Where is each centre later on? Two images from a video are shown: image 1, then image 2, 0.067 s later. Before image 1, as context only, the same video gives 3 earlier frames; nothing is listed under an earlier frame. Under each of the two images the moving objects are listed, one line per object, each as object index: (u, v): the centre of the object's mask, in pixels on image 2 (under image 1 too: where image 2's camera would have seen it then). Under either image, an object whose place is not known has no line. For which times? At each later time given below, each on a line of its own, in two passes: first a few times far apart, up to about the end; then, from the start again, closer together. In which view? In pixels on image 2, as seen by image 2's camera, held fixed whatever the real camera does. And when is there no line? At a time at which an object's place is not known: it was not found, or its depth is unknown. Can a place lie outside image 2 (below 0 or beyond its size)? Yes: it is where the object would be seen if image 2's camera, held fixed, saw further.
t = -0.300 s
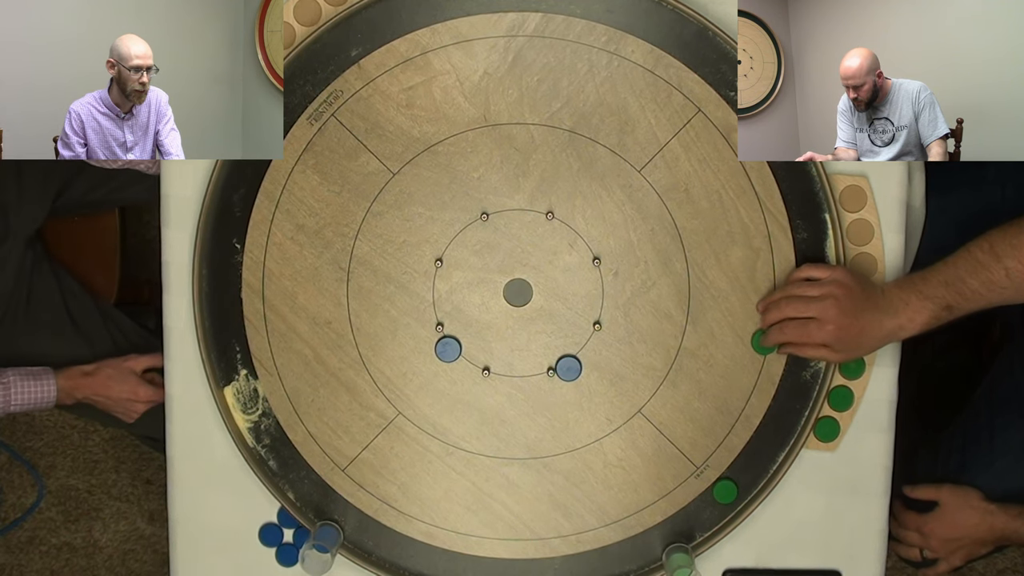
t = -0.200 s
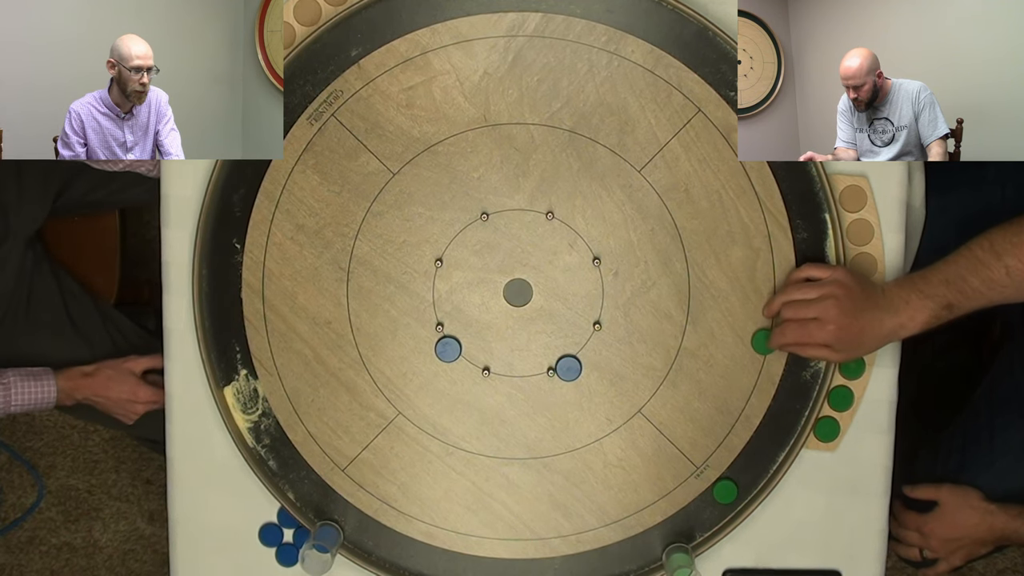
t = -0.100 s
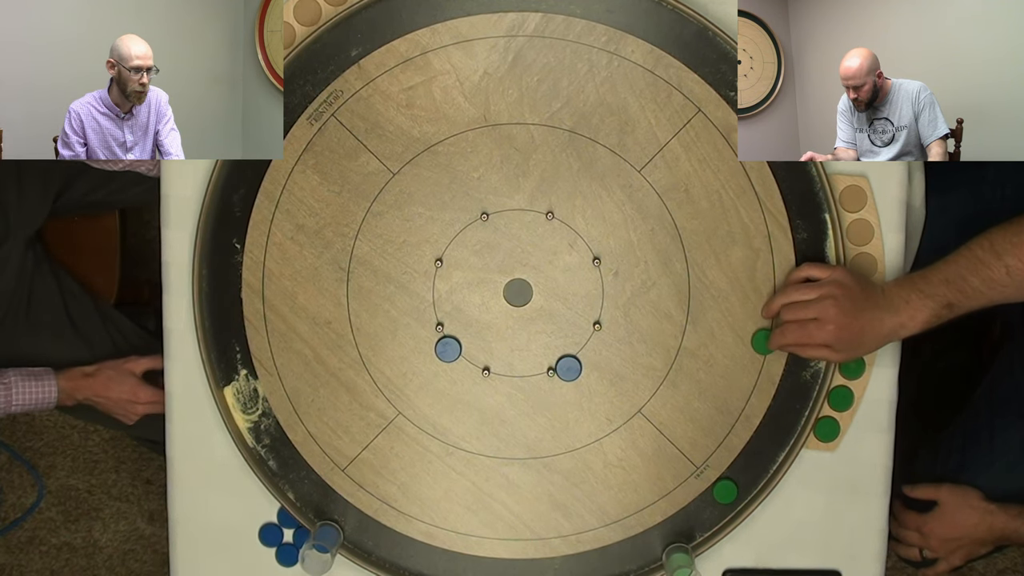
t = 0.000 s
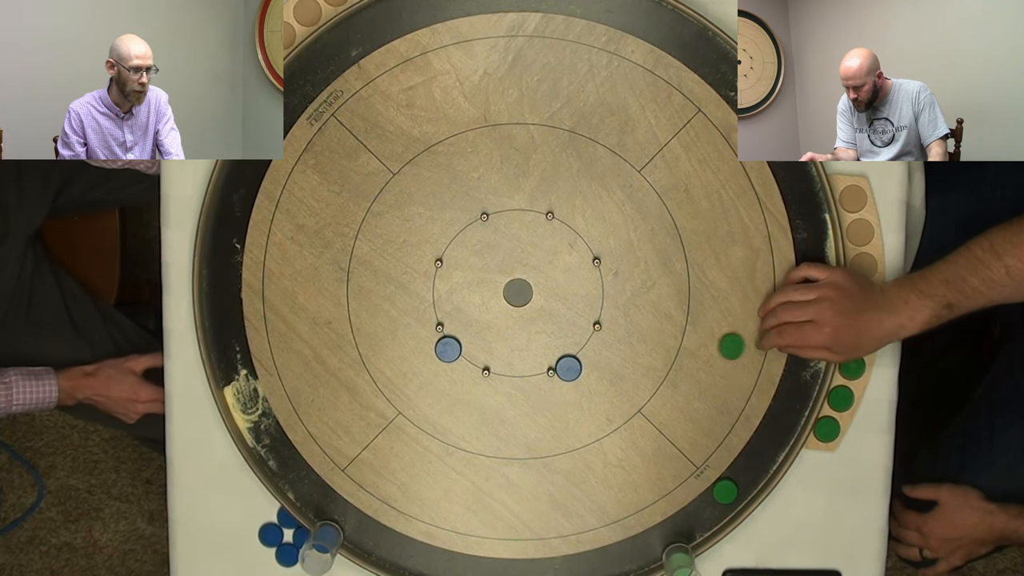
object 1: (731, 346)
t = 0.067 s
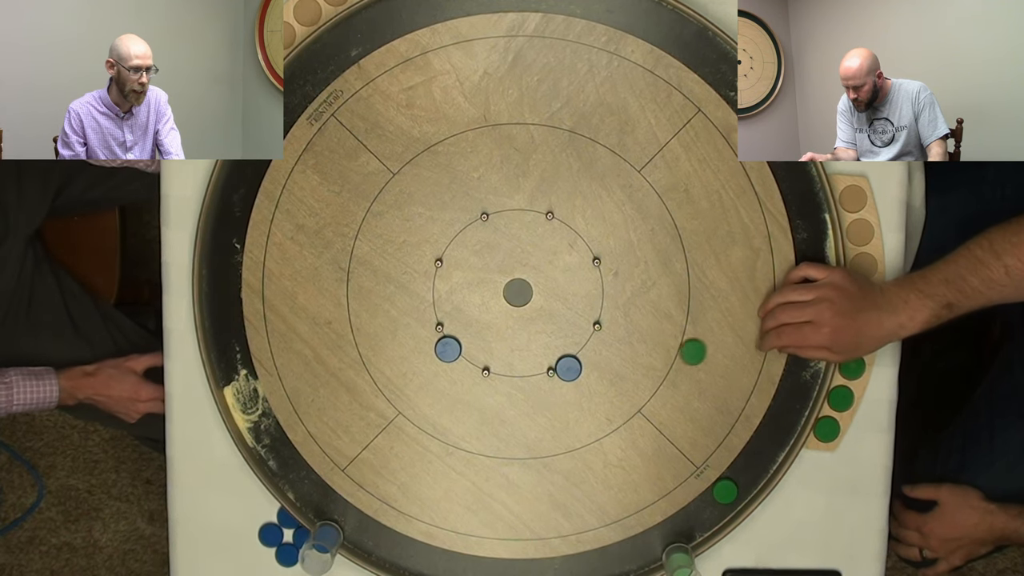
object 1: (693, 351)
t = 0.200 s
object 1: (631, 360)
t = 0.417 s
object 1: (606, 361)
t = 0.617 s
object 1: (607, 361)
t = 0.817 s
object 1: (607, 361)
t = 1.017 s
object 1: (607, 361)
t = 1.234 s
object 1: (607, 361)
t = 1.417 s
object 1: (607, 361)
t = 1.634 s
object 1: (607, 361)
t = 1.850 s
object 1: (607, 361)
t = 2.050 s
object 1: (607, 361)
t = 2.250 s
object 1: (607, 361)
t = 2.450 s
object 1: (607, 361)
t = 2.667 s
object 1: (607, 361)
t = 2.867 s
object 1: (607, 361)
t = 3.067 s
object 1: (607, 361)
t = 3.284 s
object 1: (607, 361)
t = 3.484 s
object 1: (607, 361)
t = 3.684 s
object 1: (607, 361)
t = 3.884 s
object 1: (607, 361)
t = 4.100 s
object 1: (607, 361)
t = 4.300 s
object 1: (607, 361)
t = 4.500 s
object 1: (607, 361)
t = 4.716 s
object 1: (607, 361)
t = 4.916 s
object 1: (607, 361)
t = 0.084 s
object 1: (684, 353)
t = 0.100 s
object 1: (675, 354)
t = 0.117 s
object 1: (667, 355)
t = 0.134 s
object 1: (659, 356)
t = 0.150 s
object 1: (652, 357)
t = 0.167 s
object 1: (644, 358)
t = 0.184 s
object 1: (637, 359)
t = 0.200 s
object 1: (631, 360)
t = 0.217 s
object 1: (624, 361)
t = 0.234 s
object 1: (618, 362)
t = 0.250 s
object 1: (613, 362)
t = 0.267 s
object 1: (607, 363)
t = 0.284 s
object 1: (603, 363)
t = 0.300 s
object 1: (598, 364)
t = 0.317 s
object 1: (595, 364)
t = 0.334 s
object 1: (597, 363)
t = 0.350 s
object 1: (600, 363)
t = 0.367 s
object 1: (602, 362)
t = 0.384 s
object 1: (603, 362)
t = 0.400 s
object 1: (605, 361)
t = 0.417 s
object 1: (606, 361)
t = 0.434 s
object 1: (606, 361)
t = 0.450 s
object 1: (607, 361)
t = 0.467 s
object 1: (607, 361)
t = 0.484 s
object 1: (607, 361)
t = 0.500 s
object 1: (607, 361)
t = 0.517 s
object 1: (607, 361)
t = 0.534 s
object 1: (607, 361)
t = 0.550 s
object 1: (607, 361)
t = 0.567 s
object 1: (607, 361)
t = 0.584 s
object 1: (607, 361)
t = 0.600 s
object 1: (607, 361)
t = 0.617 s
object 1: (607, 361)
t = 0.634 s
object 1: (607, 361)
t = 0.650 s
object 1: (607, 361)
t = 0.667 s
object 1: (607, 361)
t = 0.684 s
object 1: (607, 361)
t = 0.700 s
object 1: (607, 361)
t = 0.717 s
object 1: (607, 361)
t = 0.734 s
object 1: (607, 361)
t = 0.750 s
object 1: (607, 361)
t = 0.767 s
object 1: (607, 361)
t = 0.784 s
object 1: (607, 361)
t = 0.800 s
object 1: (607, 361)
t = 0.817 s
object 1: (607, 361)
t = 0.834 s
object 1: (607, 361)
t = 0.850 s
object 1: (607, 361)
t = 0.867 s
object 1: (607, 361)
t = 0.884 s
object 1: (607, 361)
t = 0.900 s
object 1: (607, 361)
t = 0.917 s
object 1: (607, 361)
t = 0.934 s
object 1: (607, 361)
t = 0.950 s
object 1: (607, 361)
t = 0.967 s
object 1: (607, 361)
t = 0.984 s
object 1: (607, 361)
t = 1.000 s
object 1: (607, 361)
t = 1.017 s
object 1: (607, 361)
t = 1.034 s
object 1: (607, 361)
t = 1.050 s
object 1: (607, 361)
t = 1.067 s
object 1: (607, 361)
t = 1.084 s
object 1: (607, 361)
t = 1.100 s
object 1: (607, 361)
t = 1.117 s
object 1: (607, 361)
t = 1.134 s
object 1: (607, 361)
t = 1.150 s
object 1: (607, 361)
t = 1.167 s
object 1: (607, 361)
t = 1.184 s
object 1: (607, 361)
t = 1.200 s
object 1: (607, 361)
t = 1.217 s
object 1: (607, 361)
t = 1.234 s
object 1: (607, 361)
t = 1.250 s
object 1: (607, 361)
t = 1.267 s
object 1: (607, 361)
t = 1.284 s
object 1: (607, 361)
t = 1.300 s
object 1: (607, 361)
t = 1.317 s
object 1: (607, 361)
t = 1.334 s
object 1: (607, 361)
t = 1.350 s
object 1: (607, 361)
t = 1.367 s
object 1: (607, 361)
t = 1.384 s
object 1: (607, 361)
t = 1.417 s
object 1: (607, 361)
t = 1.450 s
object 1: (607, 361)
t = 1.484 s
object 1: (607, 361)
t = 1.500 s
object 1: (607, 361)
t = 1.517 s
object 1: (607, 361)
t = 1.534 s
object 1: (607, 361)
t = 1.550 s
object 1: (607, 361)
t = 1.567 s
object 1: (607, 361)
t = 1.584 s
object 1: (607, 361)
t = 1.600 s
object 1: (607, 361)
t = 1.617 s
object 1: (607, 361)
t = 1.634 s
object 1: (607, 361)
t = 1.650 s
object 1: (607, 361)
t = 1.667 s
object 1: (607, 361)
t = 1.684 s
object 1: (607, 361)
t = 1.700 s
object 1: (607, 361)
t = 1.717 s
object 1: (607, 361)
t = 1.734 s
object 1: (607, 361)
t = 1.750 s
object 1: (607, 361)
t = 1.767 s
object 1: (607, 361)
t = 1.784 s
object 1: (607, 361)
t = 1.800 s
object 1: (607, 361)
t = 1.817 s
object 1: (607, 361)
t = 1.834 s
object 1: (607, 361)
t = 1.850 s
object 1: (607, 361)
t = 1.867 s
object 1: (607, 361)
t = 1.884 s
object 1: (607, 361)
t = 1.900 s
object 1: (607, 361)
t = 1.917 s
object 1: (607, 361)
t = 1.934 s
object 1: (607, 361)
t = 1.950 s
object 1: (607, 361)
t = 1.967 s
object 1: (607, 361)
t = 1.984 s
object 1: (607, 361)
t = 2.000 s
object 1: (607, 361)
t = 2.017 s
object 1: (607, 361)
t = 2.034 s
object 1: (607, 361)
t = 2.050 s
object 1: (607, 361)
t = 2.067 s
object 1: (607, 361)
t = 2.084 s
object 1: (607, 361)
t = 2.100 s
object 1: (607, 361)
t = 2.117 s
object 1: (607, 361)
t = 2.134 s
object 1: (607, 361)
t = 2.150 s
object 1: (607, 361)
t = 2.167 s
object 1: (607, 361)
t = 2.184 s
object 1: (607, 361)
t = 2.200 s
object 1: (607, 361)
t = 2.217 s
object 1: (607, 361)
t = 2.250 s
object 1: (607, 361)
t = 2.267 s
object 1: (607, 361)
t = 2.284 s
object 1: (607, 361)
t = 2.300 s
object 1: (607, 361)
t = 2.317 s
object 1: (607, 361)
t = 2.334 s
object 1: (607, 361)
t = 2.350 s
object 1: (607, 361)
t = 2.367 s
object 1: (607, 361)
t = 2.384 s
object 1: (607, 361)
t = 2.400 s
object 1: (607, 361)
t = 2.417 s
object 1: (607, 361)
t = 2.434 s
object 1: (607, 361)
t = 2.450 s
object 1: (607, 361)
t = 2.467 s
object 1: (607, 361)
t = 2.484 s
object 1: (607, 361)
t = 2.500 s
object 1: (607, 361)
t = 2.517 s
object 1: (607, 361)
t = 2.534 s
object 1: (607, 361)
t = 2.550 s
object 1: (607, 361)
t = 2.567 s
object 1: (607, 361)
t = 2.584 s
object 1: (607, 361)
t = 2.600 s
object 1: (607, 361)
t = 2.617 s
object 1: (607, 361)
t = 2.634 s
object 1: (607, 361)
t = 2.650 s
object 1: (607, 361)
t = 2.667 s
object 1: (607, 361)
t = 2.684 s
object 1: (607, 361)
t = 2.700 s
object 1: (607, 361)
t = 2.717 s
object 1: (607, 361)
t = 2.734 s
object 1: (607, 361)
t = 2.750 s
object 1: (607, 361)
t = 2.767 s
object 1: (607, 361)
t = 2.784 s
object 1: (607, 361)
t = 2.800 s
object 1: (607, 361)
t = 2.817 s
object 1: (607, 361)
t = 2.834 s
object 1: (607, 361)
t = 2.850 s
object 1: (607, 361)
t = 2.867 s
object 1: (607, 361)
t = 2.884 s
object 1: (607, 361)
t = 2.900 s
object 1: (607, 361)
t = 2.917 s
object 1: (607, 361)
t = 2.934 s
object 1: (607, 361)
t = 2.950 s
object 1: (607, 361)
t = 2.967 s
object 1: (607, 361)
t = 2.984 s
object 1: (607, 361)
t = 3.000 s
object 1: (607, 361)
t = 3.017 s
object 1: (607, 361)
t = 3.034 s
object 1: (607, 361)
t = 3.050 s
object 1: (607, 361)
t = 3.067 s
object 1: (607, 361)
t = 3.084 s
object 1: (607, 361)
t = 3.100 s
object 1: (607, 361)
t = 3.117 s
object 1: (607, 361)
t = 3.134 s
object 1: (607, 361)
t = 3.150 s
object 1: (607, 361)
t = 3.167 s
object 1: (607, 361)
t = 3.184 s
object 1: (607, 361)
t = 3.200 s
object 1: (607, 361)
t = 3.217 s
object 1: (607, 361)
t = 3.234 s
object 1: (607, 361)
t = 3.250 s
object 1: (607, 361)
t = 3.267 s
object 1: (607, 361)
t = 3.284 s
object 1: (607, 361)
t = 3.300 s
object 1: (607, 361)
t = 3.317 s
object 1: (607, 361)
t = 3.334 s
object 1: (607, 361)
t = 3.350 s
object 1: (607, 361)
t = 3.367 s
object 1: (607, 361)
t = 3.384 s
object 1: (607, 361)
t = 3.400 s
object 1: (607, 361)
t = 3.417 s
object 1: (607, 361)
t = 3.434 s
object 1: (607, 361)
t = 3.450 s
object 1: (607, 361)
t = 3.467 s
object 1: (607, 361)
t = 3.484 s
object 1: (607, 361)
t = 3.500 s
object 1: (607, 361)
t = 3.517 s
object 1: (607, 361)
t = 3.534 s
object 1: (607, 361)
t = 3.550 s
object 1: (607, 361)
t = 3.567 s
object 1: (607, 361)
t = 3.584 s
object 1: (607, 361)
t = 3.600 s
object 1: (607, 361)
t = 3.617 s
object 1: (607, 361)
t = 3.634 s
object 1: (607, 361)
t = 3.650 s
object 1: (607, 361)
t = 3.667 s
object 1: (607, 361)
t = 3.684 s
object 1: (607, 361)
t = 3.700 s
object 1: (607, 361)
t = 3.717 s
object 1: (607, 361)
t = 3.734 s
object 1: (607, 361)
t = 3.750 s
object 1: (607, 361)
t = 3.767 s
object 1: (607, 361)
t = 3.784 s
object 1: (607, 361)
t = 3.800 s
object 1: (607, 361)
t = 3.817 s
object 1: (607, 361)
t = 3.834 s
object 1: (607, 361)
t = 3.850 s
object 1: (607, 361)
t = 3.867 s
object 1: (607, 361)
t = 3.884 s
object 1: (607, 361)
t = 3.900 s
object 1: (607, 361)
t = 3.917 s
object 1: (607, 361)
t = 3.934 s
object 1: (607, 361)
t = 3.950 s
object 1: (607, 361)
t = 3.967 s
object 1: (607, 361)
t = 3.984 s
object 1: (607, 361)
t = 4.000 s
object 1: (607, 361)
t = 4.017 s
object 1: (607, 361)
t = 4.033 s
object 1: (607, 361)
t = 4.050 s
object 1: (607, 361)
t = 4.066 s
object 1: (607, 361)
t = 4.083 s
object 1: (607, 361)
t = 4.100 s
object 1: (607, 361)
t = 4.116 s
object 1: (607, 361)
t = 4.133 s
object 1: (607, 361)
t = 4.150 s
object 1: (607, 361)
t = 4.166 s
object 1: (607, 361)
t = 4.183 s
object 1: (607, 361)
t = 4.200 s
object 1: (607, 361)
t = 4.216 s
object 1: (607, 361)
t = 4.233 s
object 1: (607, 361)
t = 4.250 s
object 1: (607, 361)
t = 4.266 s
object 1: (607, 361)
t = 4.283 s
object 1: (607, 361)
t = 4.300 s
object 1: (607, 361)
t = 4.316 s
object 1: (607, 361)
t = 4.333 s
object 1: (607, 361)
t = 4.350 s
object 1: (607, 361)
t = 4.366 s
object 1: (607, 361)
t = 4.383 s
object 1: (607, 361)
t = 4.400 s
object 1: (607, 361)
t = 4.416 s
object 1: (607, 361)
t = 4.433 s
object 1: (607, 361)
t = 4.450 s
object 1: (607, 361)
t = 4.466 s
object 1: (607, 361)
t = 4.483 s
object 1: (607, 361)
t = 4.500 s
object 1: (607, 361)
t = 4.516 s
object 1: (607, 361)
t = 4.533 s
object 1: (607, 361)
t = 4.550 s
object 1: (607, 361)
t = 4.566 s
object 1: (607, 361)
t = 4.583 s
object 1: (607, 361)
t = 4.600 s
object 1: (607, 361)
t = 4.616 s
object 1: (607, 361)
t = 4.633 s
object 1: (607, 361)
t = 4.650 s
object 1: (607, 361)
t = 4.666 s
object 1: (607, 361)
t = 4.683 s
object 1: (607, 361)
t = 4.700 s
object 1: (607, 361)
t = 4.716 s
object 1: (607, 361)
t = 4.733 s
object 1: (607, 361)
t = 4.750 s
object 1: (607, 361)
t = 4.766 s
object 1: (607, 361)
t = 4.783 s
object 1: (607, 361)
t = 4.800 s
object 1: (607, 361)
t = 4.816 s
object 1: (607, 361)
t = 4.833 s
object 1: (607, 361)
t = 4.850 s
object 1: (607, 361)
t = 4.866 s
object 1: (607, 361)
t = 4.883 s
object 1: (607, 361)
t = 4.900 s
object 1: (607, 361)
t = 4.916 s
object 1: (607, 361)
